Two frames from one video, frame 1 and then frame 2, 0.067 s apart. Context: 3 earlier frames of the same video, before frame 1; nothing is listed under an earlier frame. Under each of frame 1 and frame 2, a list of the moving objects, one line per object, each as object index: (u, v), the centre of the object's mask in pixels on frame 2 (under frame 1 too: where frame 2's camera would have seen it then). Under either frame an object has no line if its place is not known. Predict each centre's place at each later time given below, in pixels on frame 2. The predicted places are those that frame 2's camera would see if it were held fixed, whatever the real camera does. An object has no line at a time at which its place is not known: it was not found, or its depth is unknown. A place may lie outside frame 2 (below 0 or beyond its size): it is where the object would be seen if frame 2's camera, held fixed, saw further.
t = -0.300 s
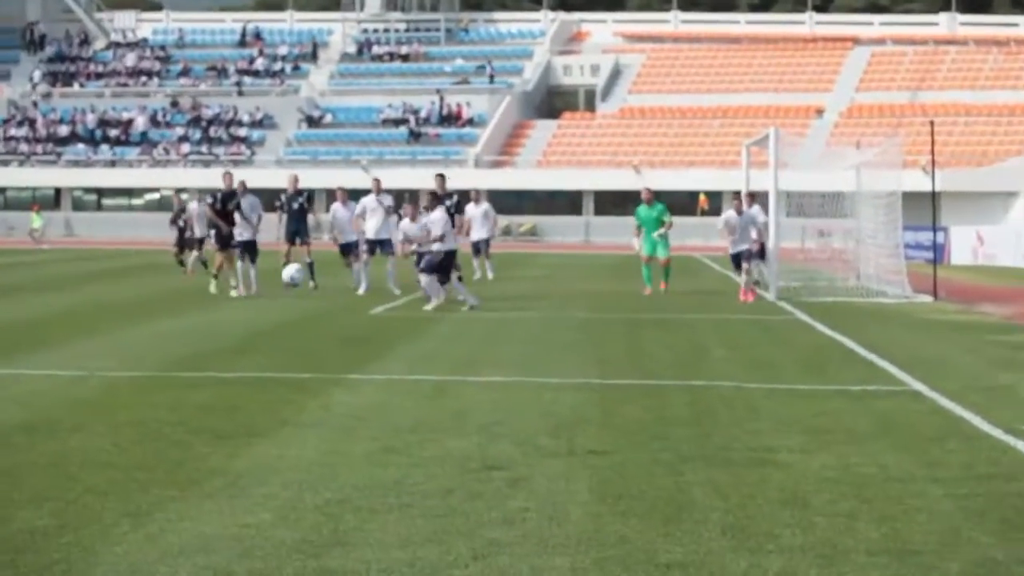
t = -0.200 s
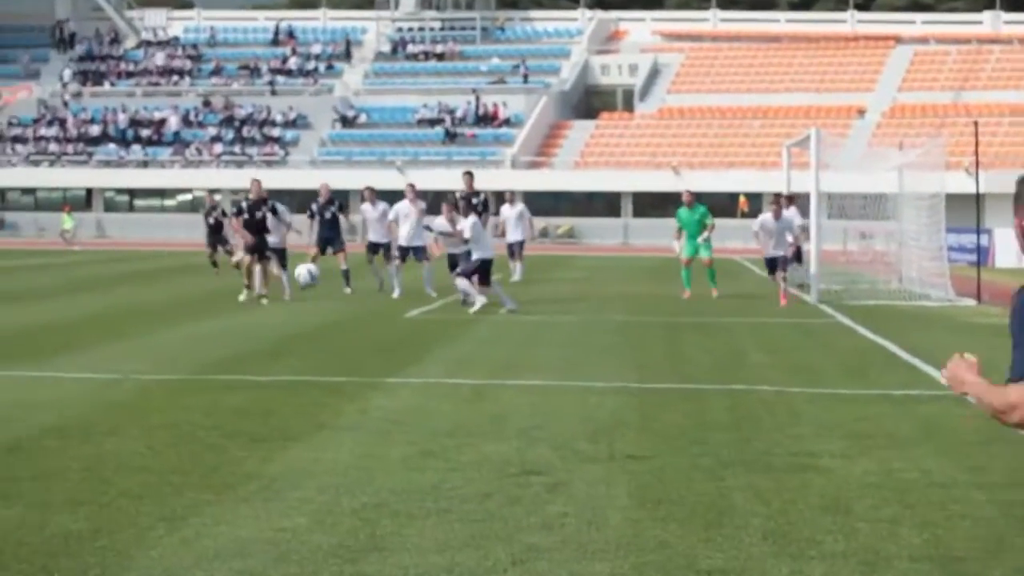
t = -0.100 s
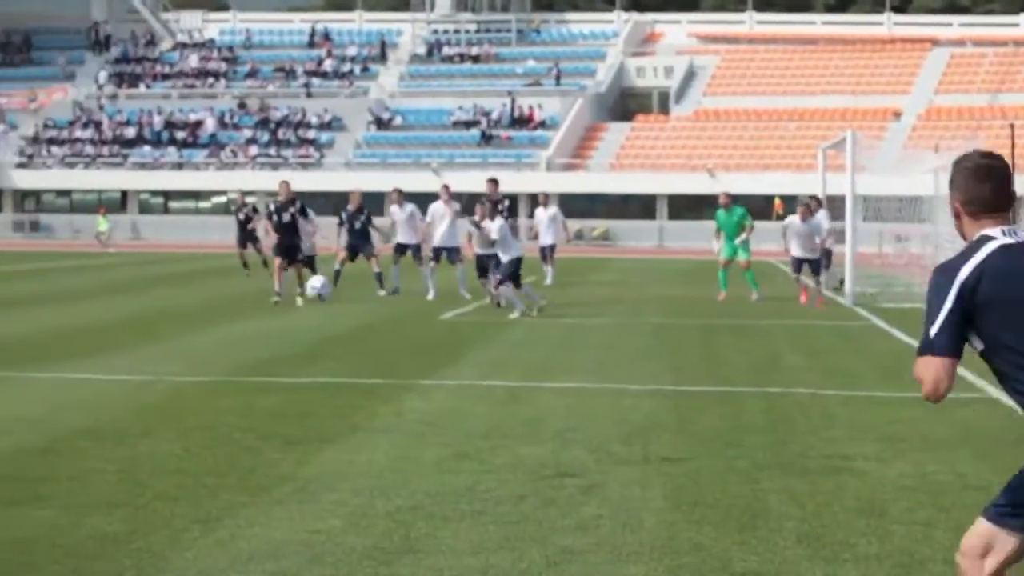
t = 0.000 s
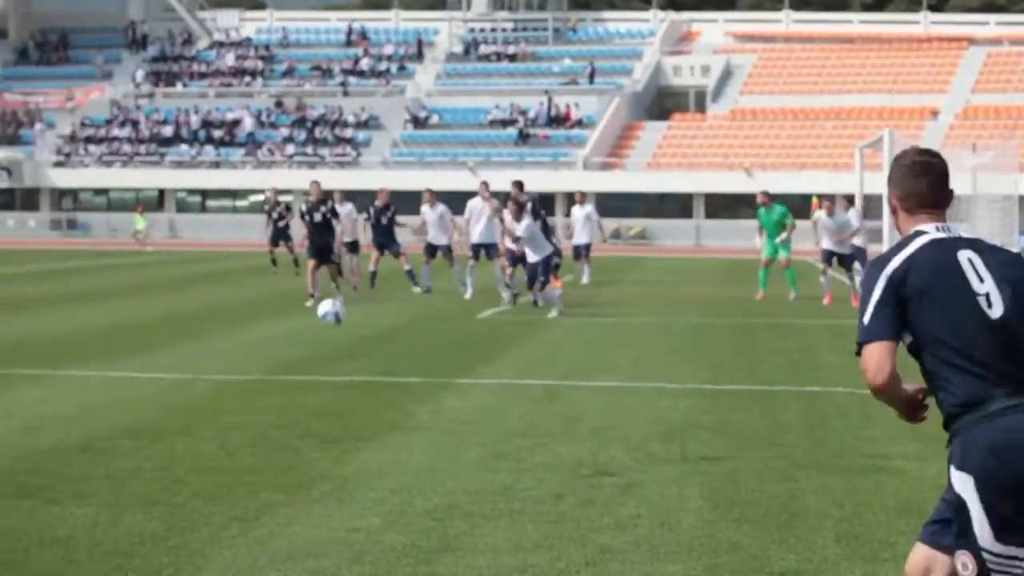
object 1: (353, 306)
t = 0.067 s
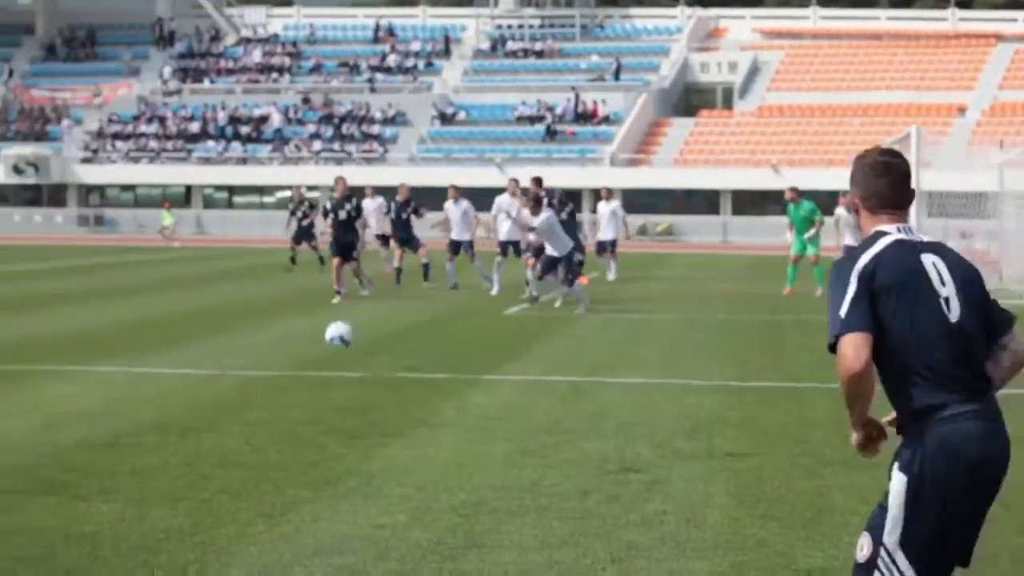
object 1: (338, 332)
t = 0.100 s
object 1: (331, 349)
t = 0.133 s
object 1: (322, 366)
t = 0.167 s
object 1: (313, 364)
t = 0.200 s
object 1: (310, 353)
